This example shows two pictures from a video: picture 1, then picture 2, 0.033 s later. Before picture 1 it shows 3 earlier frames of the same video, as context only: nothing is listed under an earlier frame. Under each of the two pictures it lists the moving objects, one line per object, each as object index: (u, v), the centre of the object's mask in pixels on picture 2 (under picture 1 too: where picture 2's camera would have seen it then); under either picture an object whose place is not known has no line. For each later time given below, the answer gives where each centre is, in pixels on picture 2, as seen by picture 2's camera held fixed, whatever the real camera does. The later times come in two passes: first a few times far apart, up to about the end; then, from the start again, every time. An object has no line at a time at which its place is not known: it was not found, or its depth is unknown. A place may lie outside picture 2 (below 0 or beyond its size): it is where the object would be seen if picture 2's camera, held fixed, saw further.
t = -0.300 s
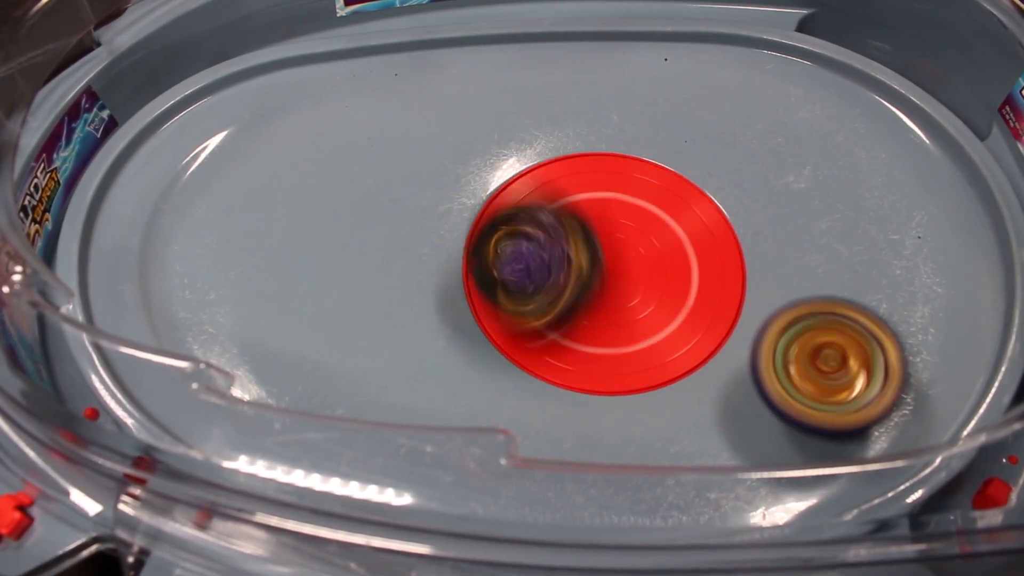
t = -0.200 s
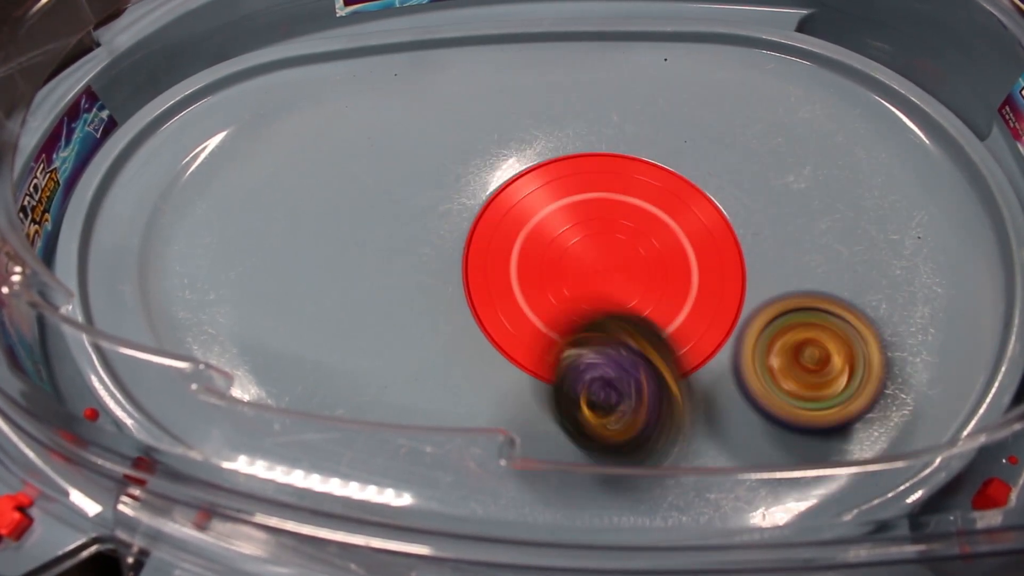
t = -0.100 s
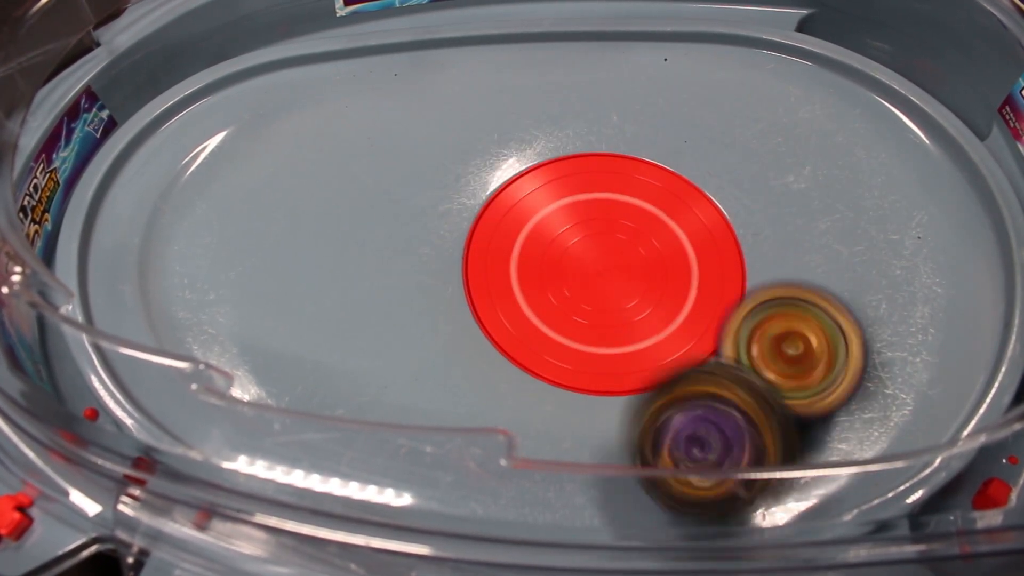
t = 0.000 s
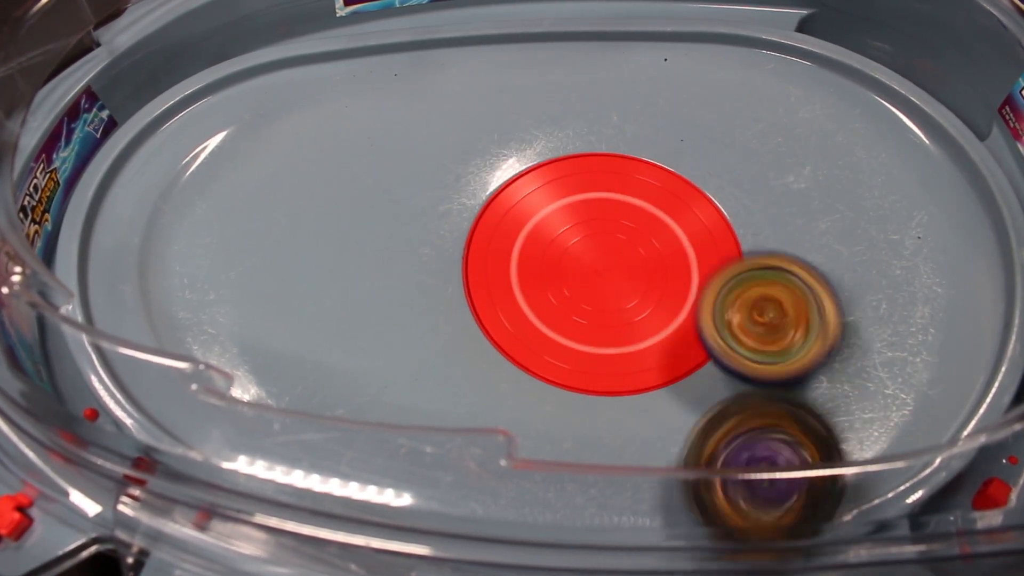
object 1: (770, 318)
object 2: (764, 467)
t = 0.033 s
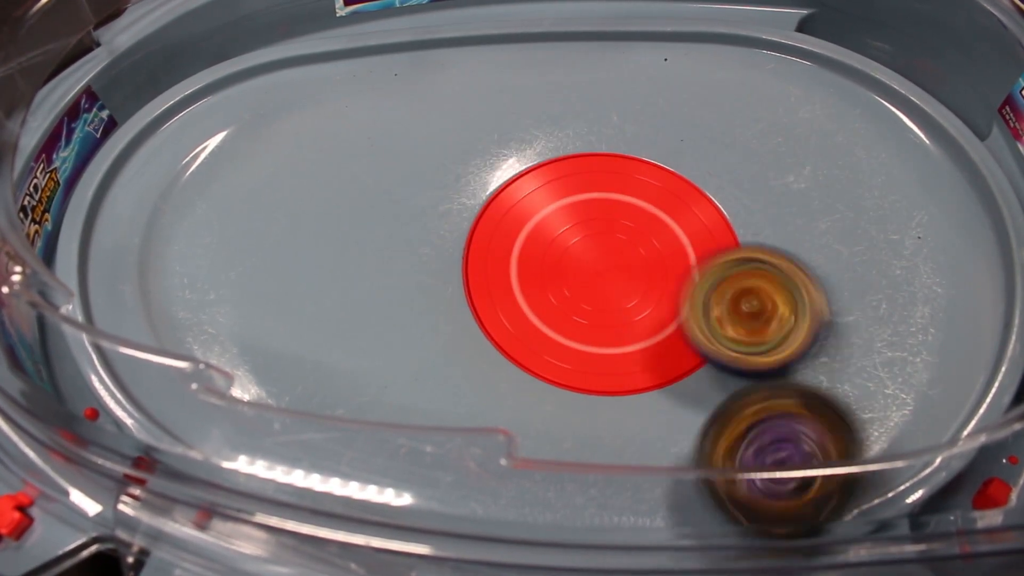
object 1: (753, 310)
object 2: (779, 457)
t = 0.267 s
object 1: (609, 169)
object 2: (828, 441)
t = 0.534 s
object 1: (504, 127)
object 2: (837, 380)
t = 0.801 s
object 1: (577, 313)
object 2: (834, 272)
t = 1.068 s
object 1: (692, 440)
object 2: (815, 189)
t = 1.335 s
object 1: (671, 459)
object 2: (790, 182)
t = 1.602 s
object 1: (658, 443)
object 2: (689, 183)
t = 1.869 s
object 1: (605, 386)
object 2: (410, 200)
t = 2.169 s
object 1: (592, 233)
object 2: (523, 348)
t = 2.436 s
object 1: (526, 303)
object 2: (828, 240)
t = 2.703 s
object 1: (693, 289)
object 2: (866, 132)
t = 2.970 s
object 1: (719, 127)
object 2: (856, 78)
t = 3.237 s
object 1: (613, 190)
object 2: (757, 116)
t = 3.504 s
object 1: (419, 326)
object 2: (506, 186)
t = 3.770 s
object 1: (550, 426)
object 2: (274, 204)
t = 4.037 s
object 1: (751, 415)
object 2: (197, 159)
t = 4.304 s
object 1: (858, 277)
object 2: (210, 158)
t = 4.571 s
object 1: (815, 123)
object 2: (256, 127)
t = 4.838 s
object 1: (680, 51)
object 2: (412, 155)
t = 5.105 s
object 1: (528, 79)
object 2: (688, 301)
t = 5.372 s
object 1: (502, 202)
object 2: (895, 286)
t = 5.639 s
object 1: (765, 413)
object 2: (924, 247)
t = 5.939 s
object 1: (859, 394)
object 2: (887, 275)
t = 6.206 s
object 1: (735, 344)
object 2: (730, 239)
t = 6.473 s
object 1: (602, 269)
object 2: (465, 140)
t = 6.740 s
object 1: (699, 276)
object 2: (418, 132)
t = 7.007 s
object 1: (653, 142)
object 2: (525, 177)
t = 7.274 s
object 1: (471, 220)
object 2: (648, 400)
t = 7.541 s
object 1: (504, 315)
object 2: (731, 402)
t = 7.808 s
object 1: (756, 248)
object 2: (751, 408)
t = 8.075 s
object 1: (770, 196)
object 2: (724, 399)
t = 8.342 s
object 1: (652, 178)
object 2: (647, 302)
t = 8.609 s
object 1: (501, 203)
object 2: (600, 112)
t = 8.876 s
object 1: (658, 394)
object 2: (592, 178)
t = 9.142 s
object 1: (687, 322)
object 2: (540, 347)
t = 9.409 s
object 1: (660, 73)
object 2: (654, 357)
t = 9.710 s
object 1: (560, 69)
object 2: (731, 172)
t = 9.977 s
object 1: (477, 172)
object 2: (576, 180)
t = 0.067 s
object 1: (732, 305)
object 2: (794, 451)
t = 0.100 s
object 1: (710, 298)
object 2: (804, 442)
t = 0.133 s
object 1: (688, 280)
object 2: (815, 440)
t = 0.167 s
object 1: (671, 257)
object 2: (823, 440)
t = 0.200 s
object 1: (655, 232)
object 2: (827, 442)
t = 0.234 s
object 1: (635, 199)
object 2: (829, 442)
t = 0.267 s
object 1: (609, 169)
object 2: (828, 441)
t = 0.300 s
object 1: (580, 144)
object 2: (825, 436)
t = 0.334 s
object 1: (548, 126)
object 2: (822, 414)
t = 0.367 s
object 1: (523, 118)
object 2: (827, 410)
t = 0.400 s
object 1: (507, 114)
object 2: (831, 407)
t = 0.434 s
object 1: (497, 114)
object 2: (832, 401)
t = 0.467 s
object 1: (495, 117)
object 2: (832, 394)
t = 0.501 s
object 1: (497, 122)
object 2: (834, 389)
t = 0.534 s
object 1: (504, 127)
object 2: (837, 380)
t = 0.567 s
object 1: (515, 137)
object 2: (834, 361)
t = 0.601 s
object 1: (527, 148)
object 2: (836, 351)
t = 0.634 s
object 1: (540, 162)
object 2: (839, 342)
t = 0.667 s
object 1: (551, 181)
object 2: (836, 323)
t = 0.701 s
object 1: (559, 209)
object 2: (836, 311)
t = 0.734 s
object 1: (561, 238)
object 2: (839, 299)
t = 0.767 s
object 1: (565, 272)
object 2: (836, 283)
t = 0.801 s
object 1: (577, 313)
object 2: (834, 272)
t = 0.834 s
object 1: (601, 354)
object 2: (834, 258)
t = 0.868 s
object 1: (631, 385)
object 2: (831, 245)
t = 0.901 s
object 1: (657, 401)
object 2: (829, 233)
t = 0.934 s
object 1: (677, 412)
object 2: (824, 221)
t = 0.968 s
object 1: (689, 417)
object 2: (822, 212)
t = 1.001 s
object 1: (695, 433)
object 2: (819, 202)
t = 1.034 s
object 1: (696, 438)
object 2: (815, 194)
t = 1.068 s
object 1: (692, 440)
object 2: (815, 189)
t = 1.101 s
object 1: (686, 442)
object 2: (814, 183)
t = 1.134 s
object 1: (683, 447)
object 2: (812, 178)
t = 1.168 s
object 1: (678, 452)
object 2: (812, 176)
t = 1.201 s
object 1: (676, 455)
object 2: (812, 175)
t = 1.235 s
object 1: (675, 457)
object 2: (811, 176)
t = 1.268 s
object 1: (673, 459)
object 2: (807, 179)
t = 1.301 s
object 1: (671, 459)
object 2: (798, 182)
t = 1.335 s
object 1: (671, 459)
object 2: (790, 182)
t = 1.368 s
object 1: (670, 460)
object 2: (790, 185)
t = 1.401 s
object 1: (668, 459)
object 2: (791, 190)
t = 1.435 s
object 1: (668, 458)
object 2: (785, 192)
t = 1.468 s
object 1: (667, 457)
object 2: (776, 193)
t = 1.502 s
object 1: (665, 455)
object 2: (760, 194)
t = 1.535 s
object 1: (664, 452)
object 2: (743, 195)
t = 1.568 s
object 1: (663, 449)
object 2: (723, 193)
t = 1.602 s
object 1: (658, 443)
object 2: (689, 183)
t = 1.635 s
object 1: (656, 437)
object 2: (647, 177)
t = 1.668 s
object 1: (653, 433)
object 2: (607, 168)
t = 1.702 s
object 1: (648, 417)
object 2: (558, 162)
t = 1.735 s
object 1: (643, 413)
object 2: (510, 161)
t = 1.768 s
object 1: (636, 410)
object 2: (470, 169)
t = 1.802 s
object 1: (628, 407)
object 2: (434, 177)
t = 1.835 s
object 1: (620, 399)
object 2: (416, 189)
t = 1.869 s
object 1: (605, 386)
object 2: (410, 200)
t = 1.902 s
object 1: (585, 364)
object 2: (410, 218)
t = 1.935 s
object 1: (565, 341)
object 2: (412, 232)
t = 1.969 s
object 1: (555, 321)
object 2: (413, 255)
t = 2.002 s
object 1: (553, 297)
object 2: (414, 276)
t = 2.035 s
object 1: (559, 278)
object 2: (426, 290)
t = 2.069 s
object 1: (570, 261)
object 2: (448, 304)
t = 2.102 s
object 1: (580, 247)
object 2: (470, 320)
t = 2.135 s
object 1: (589, 239)
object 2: (494, 339)
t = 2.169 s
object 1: (592, 233)
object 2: (523, 348)
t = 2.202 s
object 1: (590, 228)
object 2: (560, 349)
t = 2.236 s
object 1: (585, 226)
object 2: (600, 346)
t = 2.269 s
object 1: (575, 228)
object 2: (642, 337)
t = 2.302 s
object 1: (561, 232)
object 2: (690, 325)
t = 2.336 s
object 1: (547, 243)
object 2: (748, 302)
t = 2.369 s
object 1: (534, 261)
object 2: (786, 280)
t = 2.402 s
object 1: (526, 281)
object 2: (810, 252)
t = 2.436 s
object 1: (526, 303)
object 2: (828, 240)
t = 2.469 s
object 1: (534, 325)
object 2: (832, 223)
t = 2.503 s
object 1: (545, 337)
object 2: (837, 197)
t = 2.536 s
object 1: (560, 344)
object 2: (850, 179)
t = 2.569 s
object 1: (577, 345)
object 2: (860, 171)
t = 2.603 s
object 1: (597, 338)
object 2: (867, 162)
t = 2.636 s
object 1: (628, 327)
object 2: (875, 156)
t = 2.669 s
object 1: (660, 314)
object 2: (874, 149)
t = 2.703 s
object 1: (693, 289)
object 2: (866, 132)
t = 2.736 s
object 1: (723, 259)
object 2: (867, 121)
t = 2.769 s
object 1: (747, 220)
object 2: (870, 119)
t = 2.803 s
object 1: (757, 182)
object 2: (867, 115)
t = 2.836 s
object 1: (758, 154)
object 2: (868, 111)
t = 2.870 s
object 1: (748, 137)
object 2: (871, 104)
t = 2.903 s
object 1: (738, 129)
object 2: (871, 96)
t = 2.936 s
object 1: (725, 127)
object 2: (864, 85)
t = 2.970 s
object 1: (719, 127)
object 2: (856, 78)
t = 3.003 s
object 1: (713, 135)
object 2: (844, 76)
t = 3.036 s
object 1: (710, 142)
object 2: (830, 78)
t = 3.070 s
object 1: (706, 153)
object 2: (822, 85)
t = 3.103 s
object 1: (700, 163)
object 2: (815, 90)
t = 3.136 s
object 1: (690, 171)
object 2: (806, 97)
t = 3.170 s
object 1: (671, 179)
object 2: (794, 103)
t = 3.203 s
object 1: (646, 184)
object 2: (779, 107)
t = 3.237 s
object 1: (613, 190)
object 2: (757, 116)
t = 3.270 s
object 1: (568, 199)
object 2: (741, 127)
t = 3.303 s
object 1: (526, 210)
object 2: (724, 139)
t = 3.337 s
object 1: (485, 229)
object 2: (703, 149)
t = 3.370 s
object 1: (452, 254)
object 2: (678, 159)
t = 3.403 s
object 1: (434, 279)
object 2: (647, 163)
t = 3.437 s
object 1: (420, 300)
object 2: (605, 165)
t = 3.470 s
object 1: (419, 312)
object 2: (559, 171)
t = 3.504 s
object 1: (419, 326)
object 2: (506, 186)
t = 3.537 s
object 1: (424, 327)
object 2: (464, 208)
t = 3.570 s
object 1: (438, 334)
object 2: (428, 224)
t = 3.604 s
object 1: (456, 352)
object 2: (393, 231)
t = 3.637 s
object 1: (477, 369)
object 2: (362, 223)
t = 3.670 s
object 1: (488, 379)
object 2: (328, 223)
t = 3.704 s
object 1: (508, 400)
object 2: (305, 219)
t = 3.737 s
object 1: (525, 413)
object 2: (287, 213)
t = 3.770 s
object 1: (550, 426)
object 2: (274, 204)
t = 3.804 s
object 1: (573, 434)
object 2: (252, 196)
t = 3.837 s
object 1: (599, 441)
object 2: (232, 190)
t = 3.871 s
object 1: (622, 446)
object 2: (222, 184)
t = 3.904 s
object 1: (649, 446)
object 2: (221, 179)
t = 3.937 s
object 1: (677, 443)
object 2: (220, 173)
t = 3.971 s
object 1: (701, 427)
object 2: (217, 164)
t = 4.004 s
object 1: (726, 421)
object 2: (207, 163)
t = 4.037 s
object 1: (751, 415)
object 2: (197, 159)
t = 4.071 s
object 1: (772, 405)
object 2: (191, 157)
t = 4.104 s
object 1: (794, 392)
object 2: (187, 159)
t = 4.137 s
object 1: (809, 375)
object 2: (185, 162)
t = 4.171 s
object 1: (826, 356)
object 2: (188, 163)
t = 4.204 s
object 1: (837, 336)
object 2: (192, 163)
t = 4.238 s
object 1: (846, 319)
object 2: (195, 162)
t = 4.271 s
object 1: (856, 295)
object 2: (201, 160)
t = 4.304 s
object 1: (858, 277)
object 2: (210, 158)
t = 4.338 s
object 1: (861, 254)
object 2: (219, 155)
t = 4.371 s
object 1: (860, 234)
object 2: (225, 151)
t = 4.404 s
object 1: (859, 214)
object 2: (225, 150)
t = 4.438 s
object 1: (852, 193)
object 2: (225, 143)
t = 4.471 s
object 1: (847, 176)
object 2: (230, 135)
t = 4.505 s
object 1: (838, 155)
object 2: (236, 129)
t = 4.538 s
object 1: (826, 141)
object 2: (244, 127)
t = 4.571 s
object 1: (815, 123)
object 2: (256, 127)
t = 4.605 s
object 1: (803, 111)
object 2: (273, 130)
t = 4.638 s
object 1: (787, 93)
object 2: (287, 137)
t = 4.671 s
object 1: (770, 85)
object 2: (298, 142)
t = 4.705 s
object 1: (758, 74)
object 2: (309, 144)
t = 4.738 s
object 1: (736, 65)
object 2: (324, 144)
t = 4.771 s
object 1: (720, 60)
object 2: (349, 145)
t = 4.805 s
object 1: (700, 54)
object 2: (381, 147)
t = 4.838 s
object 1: (680, 51)
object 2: (412, 155)
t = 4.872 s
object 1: (660, 50)
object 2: (437, 166)
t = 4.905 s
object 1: (641, 50)
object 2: (463, 181)
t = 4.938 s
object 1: (620, 49)
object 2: (488, 196)
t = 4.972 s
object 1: (599, 53)
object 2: (520, 212)
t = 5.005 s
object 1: (583, 56)
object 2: (562, 237)
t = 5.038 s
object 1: (562, 61)
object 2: (599, 262)
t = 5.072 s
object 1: (546, 69)
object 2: (645, 285)
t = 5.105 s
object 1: (528, 79)
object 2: (688, 301)
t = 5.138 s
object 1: (515, 90)
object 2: (735, 311)
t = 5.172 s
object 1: (502, 100)
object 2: (773, 315)
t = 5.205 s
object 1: (494, 115)
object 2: (803, 315)
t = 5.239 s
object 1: (486, 129)
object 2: (827, 311)
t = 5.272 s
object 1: (484, 145)
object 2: (849, 304)
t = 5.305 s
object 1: (487, 164)
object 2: (867, 298)
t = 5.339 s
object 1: (492, 182)
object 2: (882, 292)
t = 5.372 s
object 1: (502, 202)
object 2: (895, 286)
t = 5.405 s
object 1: (510, 224)
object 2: (905, 278)
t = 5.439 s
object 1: (530, 259)
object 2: (911, 270)
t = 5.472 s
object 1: (553, 292)
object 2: (917, 263)
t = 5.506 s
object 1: (591, 342)
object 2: (919, 257)
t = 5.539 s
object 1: (644, 372)
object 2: (922, 252)
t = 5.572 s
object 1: (695, 389)
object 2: (924, 249)
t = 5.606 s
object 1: (734, 405)
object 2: (924, 247)
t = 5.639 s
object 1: (765, 413)
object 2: (924, 247)
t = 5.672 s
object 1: (791, 420)
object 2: (925, 248)
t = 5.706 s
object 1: (811, 424)
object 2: (924, 250)
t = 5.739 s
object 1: (839, 444)
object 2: (923, 253)
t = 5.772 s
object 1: (860, 444)
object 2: (920, 256)
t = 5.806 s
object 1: (872, 438)
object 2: (916, 260)
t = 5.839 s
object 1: (867, 415)
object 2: (911, 266)
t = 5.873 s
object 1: (862, 409)
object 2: (904, 271)
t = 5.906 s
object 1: (864, 401)
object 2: (897, 273)
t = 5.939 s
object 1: (859, 394)
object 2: (887, 275)
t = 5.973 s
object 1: (854, 383)
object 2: (874, 275)
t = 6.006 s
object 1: (845, 369)
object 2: (857, 269)
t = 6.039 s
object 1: (832, 357)
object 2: (835, 264)
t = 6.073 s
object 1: (822, 353)
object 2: (815, 257)
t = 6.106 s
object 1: (807, 347)
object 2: (800, 250)
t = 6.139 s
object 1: (787, 346)
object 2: (779, 247)
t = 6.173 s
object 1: (767, 343)
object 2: (754, 243)
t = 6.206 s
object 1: (735, 344)
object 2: (730, 239)
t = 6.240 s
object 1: (704, 351)
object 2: (704, 231)
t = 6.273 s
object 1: (676, 350)
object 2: (674, 220)
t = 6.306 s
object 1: (650, 342)
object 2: (644, 200)
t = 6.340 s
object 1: (632, 327)
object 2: (609, 181)
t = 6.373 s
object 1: (615, 311)
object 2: (569, 164)
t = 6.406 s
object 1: (605, 298)
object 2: (528, 153)
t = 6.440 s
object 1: (603, 282)
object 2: (494, 145)
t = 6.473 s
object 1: (602, 269)
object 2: (465, 140)
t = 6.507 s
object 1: (606, 262)
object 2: (444, 140)
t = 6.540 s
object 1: (608, 257)
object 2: (431, 139)
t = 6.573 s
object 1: (612, 263)
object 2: (423, 136)
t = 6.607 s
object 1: (623, 271)
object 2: (418, 133)
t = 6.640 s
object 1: (640, 281)
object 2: (416, 131)
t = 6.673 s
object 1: (660, 286)
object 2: (415, 130)
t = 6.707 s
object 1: (679, 283)
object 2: (416, 131)
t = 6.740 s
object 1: (699, 276)
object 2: (418, 132)
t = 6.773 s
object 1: (714, 261)
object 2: (422, 135)
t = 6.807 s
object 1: (724, 243)
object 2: (429, 138)
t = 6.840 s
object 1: (727, 217)
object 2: (439, 142)
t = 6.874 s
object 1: (719, 195)
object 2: (450, 148)
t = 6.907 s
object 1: (708, 173)
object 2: (465, 154)
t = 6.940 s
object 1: (691, 155)
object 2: (484, 160)
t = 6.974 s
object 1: (674, 147)
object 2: (505, 167)
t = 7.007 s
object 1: (653, 142)
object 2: (525, 177)
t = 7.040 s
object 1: (646, 139)
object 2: (523, 194)
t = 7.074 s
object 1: (641, 139)
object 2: (523, 212)
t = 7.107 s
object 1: (622, 143)
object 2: (536, 239)
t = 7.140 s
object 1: (602, 148)
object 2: (547, 279)
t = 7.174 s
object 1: (570, 157)
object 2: (560, 322)
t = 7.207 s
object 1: (537, 171)
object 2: (590, 357)
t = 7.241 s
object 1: (502, 191)
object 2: (620, 383)
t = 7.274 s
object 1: (471, 220)
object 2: (648, 400)
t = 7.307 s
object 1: (449, 245)
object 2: (674, 406)
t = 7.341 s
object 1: (440, 272)
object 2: (692, 411)
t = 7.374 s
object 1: (443, 293)
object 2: (704, 412)
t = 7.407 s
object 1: (448, 307)
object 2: (712, 411)
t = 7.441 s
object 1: (461, 320)
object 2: (720, 408)
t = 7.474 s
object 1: (475, 321)
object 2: (725, 406)
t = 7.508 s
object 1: (489, 321)
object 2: (729, 404)
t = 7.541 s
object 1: (504, 315)
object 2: (731, 402)
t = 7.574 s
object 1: (516, 310)
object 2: (729, 400)
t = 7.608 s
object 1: (535, 308)
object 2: (728, 399)
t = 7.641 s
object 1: (563, 304)
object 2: (726, 397)
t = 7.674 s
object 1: (600, 307)
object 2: (723, 396)
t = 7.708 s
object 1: (639, 302)
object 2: (731, 399)
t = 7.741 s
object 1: (681, 288)
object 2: (741, 404)
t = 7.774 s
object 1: (726, 274)
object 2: (748, 407)
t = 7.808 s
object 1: (756, 248)
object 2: (751, 408)
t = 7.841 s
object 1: (776, 226)
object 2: (754, 409)
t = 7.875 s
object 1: (788, 210)
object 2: (755, 409)
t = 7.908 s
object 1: (791, 198)
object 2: (754, 409)
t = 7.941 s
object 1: (788, 189)
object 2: (751, 408)
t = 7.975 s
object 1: (786, 186)
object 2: (748, 407)
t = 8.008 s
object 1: (780, 187)
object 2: (743, 405)
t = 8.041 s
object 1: (774, 191)
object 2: (735, 403)
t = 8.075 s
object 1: (770, 196)
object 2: (724, 399)
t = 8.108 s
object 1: (764, 201)
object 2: (713, 394)
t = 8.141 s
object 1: (759, 210)
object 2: (701, 386)
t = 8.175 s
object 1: (750, 217)
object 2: (687, 374)
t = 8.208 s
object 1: (738, 225)
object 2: (676, 360)
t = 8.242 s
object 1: (724, 228)
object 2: (666, 343)
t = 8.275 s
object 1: (703, 218)
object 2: (661, 323)
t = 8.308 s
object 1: (678, 199)
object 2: (650, 313)
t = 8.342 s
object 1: (652, 178)
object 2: (647, 302)
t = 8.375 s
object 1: (624, 157)
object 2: (658, 283)
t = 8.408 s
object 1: (591, 142)
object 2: (668, 260)
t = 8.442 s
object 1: (566, 138)
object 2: (672, 226)
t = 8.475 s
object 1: (546, 139)
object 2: (665, 190)
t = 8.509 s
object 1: (528, 145)
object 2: (652, 160)
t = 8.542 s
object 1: (515, 158)
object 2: (634, 137)
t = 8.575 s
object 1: (507, 177)
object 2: (615, 122)
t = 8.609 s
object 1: (501, 203)
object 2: (600, 112)
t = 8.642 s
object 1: (497, 232)
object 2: (587, 105)
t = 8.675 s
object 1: (498, 268)
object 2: (575, 102)
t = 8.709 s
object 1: (513, 309)
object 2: (569, 104)
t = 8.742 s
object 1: (539, 347)
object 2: (566, 111)
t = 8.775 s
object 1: (570, 374)
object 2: (566, 122)
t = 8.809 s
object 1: (607, 386)
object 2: (570, 137)
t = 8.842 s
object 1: (635, 392)
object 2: (580, 157)
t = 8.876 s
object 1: (658, 394)
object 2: (592, 178)
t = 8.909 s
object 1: (672, 393)
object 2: (598, 200)
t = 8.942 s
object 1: (680, 385)
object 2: (596, 216)
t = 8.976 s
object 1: (682, 378)
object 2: (586, 233)
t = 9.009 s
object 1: (682, 372)
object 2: (577, 261)
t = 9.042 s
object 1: (681, 365)
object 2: (576, 283)
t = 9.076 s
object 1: (677, 355)
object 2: (572, 304)
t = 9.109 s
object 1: (679, 342)
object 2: (553, 325)
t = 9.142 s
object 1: (687, 322)
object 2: (540, 347)
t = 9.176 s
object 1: (698, 294)
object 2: (538, 364)
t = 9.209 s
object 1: (705, 264)
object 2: (550, 377)
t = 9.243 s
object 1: (710, 224)
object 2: (567, 383)
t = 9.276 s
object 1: (712, 185)
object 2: (584, 383)
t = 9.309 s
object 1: (700, 144)
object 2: (601, 382)
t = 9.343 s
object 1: (681, 112)
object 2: (618, 377)
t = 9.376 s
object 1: (668, 91)
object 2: (636, 369)
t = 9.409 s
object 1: (660, 73)
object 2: (654, 357)
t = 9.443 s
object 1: (650, 60)
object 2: (671, 342)
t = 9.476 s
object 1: (635, 59)
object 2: (688, 319)
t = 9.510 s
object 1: (623, 58)
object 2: (713, 290)
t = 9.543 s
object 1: (613, 57)
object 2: (734, 254)
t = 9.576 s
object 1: (603, 56)
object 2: (747, 226)
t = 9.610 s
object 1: (592, 58)
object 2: (753, 203)
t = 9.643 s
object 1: (580, 60)
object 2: (745, 186)
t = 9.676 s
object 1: (571, 63)
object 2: (737, 176)
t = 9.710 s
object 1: (560, 69)
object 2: (731, 172)
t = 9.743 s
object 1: (550, 74)
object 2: (721, 170)
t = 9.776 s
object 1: (538, 83)
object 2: (711, 168)
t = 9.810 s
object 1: (526, 94)
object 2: (699, 165)
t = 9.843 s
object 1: (517, 106)
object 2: (683, 163)
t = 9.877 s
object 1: (508, 119)
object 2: (663, 165)
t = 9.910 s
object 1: (499, 137)
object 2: (636, 170)
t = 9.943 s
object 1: (492, 154)
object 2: (600, 175)
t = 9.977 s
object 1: (477, 172)
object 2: (576, 180)
